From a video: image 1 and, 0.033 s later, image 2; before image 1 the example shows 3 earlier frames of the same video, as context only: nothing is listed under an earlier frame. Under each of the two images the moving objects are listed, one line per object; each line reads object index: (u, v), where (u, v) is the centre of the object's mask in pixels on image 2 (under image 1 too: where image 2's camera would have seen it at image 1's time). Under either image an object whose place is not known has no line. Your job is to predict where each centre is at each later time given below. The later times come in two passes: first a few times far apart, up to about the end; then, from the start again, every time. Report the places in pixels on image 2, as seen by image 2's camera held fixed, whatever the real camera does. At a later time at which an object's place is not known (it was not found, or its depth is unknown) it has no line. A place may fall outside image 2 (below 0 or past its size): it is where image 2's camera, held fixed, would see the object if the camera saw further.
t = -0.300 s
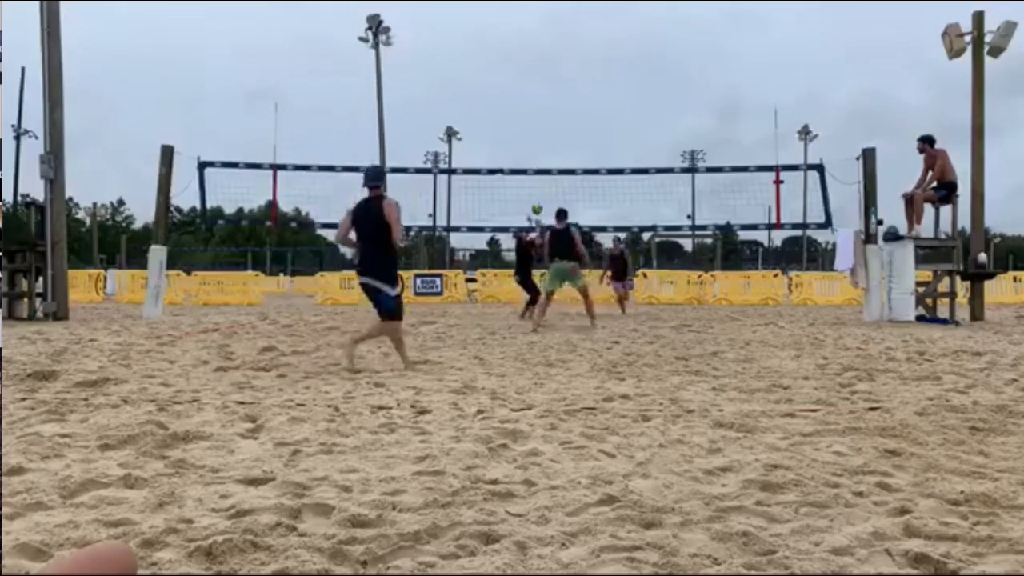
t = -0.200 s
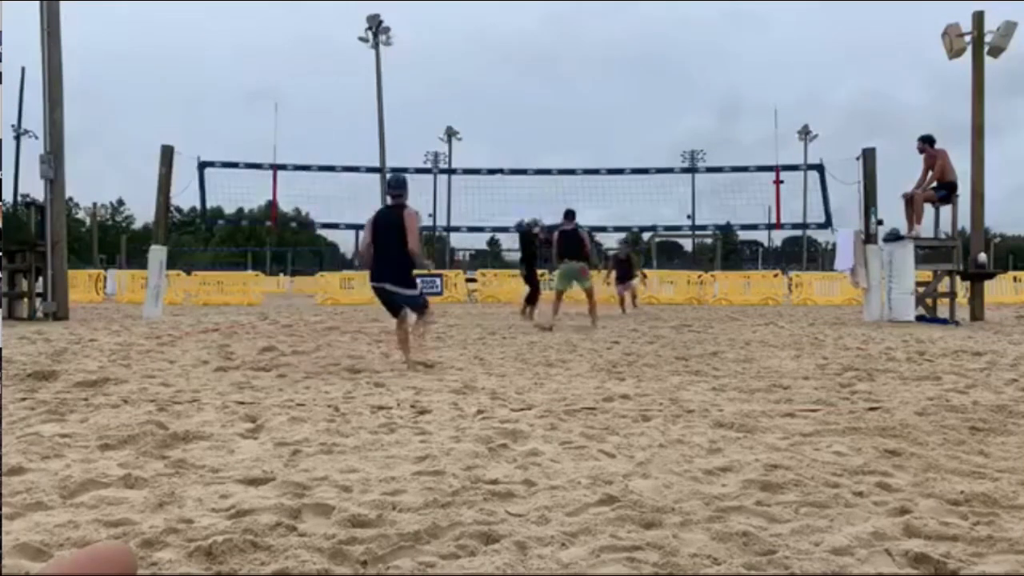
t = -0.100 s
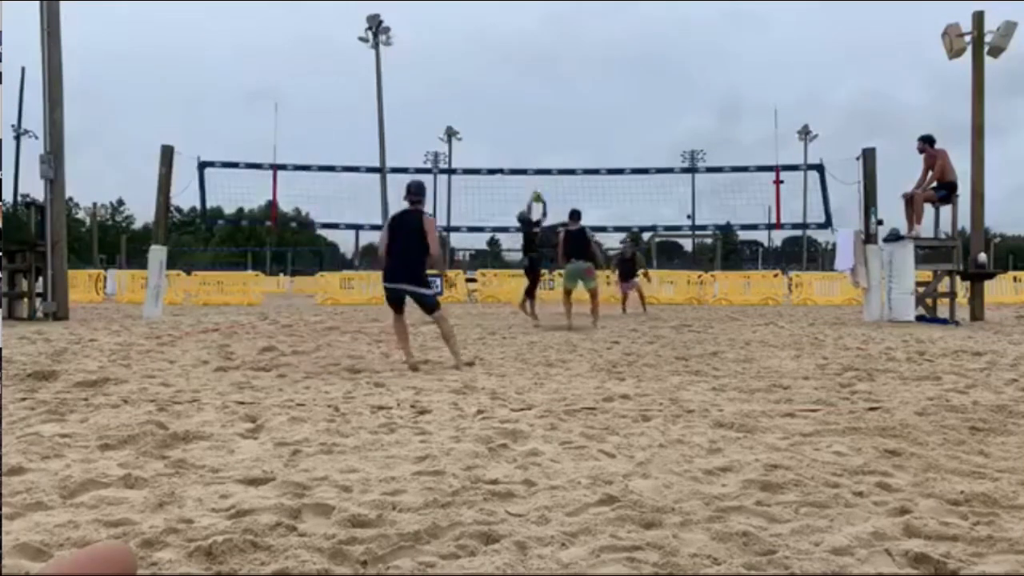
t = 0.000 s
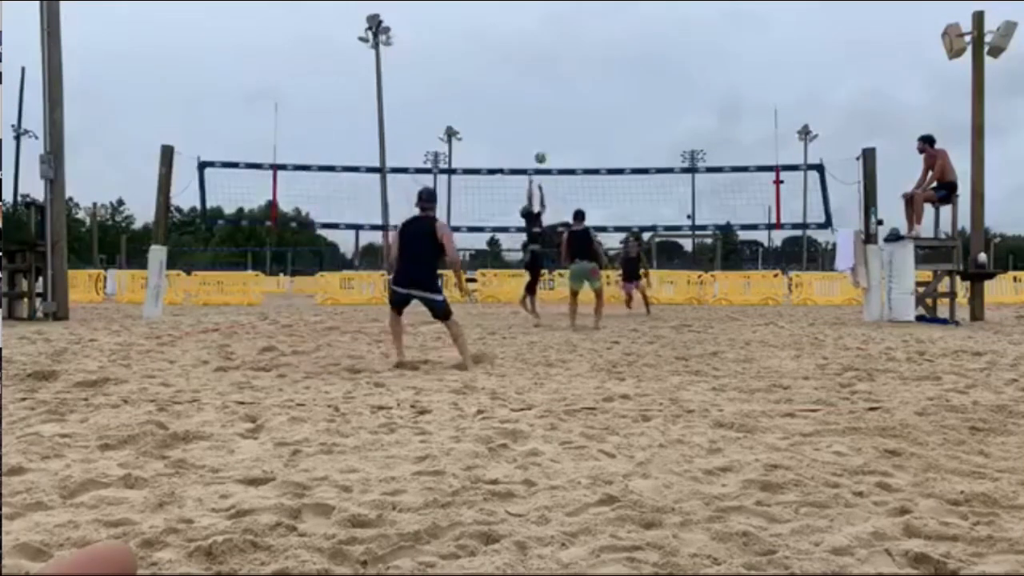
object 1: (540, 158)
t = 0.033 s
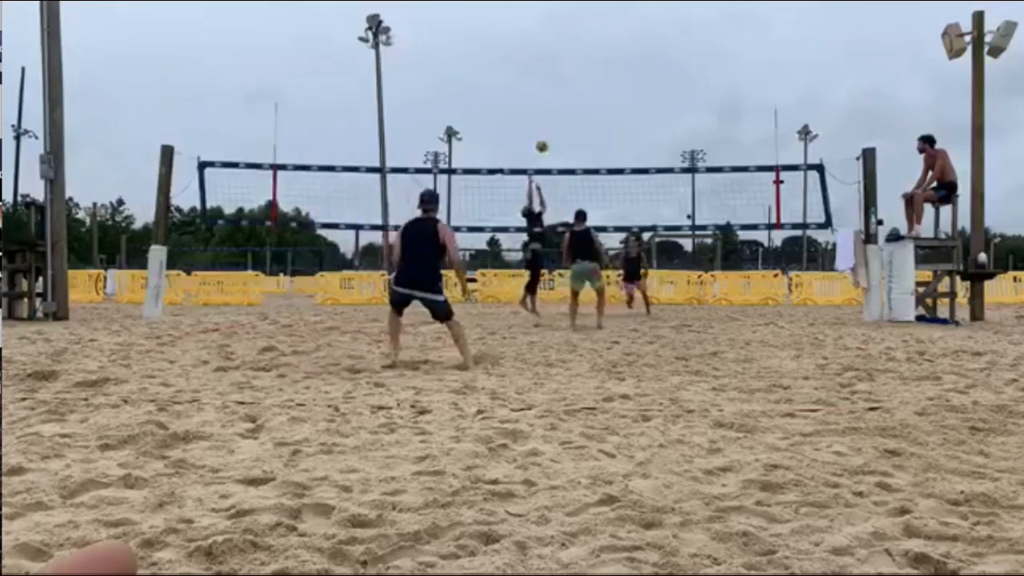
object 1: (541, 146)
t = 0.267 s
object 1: (550, 80)
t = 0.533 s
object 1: (560, 44)
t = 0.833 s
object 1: (571, 51)
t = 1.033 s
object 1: (579, 85)
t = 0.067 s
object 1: (542, 135)
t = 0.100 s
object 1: (544, 124)
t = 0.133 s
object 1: (545, 114)
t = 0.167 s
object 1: (547, 105)
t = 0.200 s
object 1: (548, 96)
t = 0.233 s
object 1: (549, 88)
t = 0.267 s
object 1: (550, 80)
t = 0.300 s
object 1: (551, 74)
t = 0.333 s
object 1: (553, 68)
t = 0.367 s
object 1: (554, 62)
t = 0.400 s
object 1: (555, 57)
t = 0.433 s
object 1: (556, 53)
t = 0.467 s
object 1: (558, 49)
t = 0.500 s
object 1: (559, 47)
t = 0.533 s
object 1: (560, 44)
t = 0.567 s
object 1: (561, 42)
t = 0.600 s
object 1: (563, 41)
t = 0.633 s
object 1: (564, 41)
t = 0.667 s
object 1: (565, 41)
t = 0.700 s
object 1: (566, 42)
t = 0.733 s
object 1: (567, 43)
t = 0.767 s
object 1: (569, 45)
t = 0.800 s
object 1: (570, 48)
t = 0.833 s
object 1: (571, 51)
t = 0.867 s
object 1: (572, 55)
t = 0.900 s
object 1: (574, 60)
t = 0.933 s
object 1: (575, 65)
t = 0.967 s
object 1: (577, 71)
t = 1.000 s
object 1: (578, 78)
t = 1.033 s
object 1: (579, 85)
